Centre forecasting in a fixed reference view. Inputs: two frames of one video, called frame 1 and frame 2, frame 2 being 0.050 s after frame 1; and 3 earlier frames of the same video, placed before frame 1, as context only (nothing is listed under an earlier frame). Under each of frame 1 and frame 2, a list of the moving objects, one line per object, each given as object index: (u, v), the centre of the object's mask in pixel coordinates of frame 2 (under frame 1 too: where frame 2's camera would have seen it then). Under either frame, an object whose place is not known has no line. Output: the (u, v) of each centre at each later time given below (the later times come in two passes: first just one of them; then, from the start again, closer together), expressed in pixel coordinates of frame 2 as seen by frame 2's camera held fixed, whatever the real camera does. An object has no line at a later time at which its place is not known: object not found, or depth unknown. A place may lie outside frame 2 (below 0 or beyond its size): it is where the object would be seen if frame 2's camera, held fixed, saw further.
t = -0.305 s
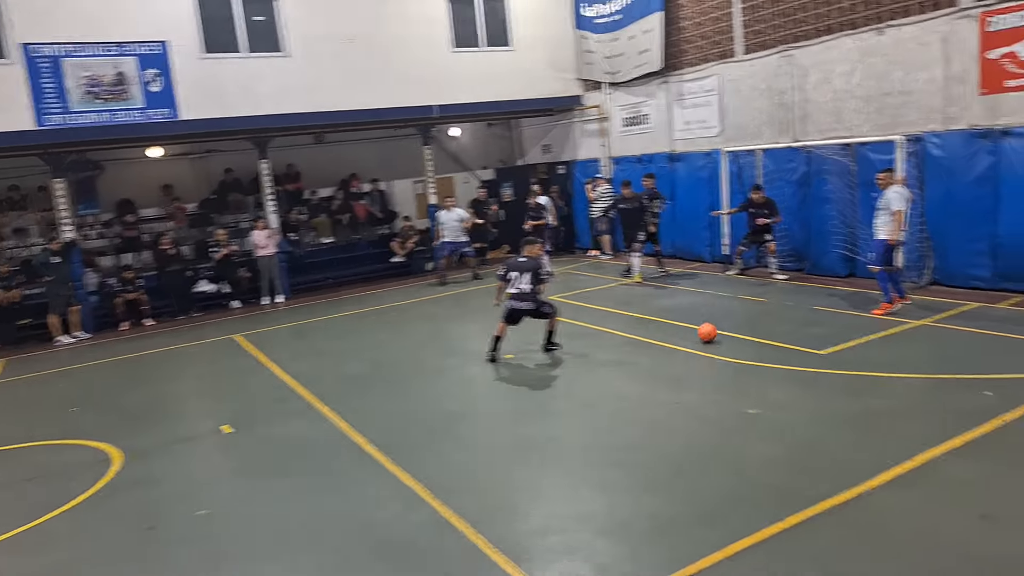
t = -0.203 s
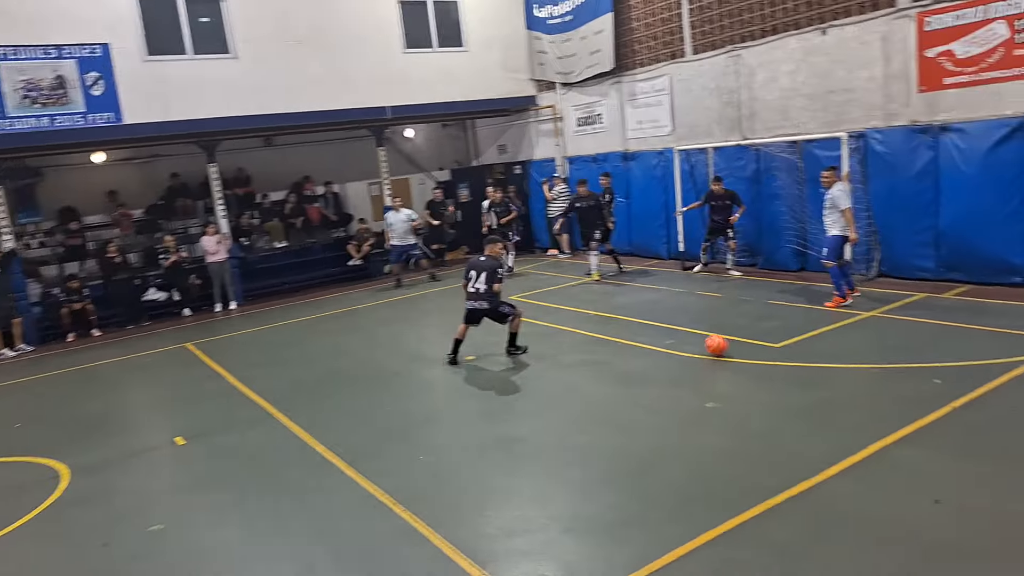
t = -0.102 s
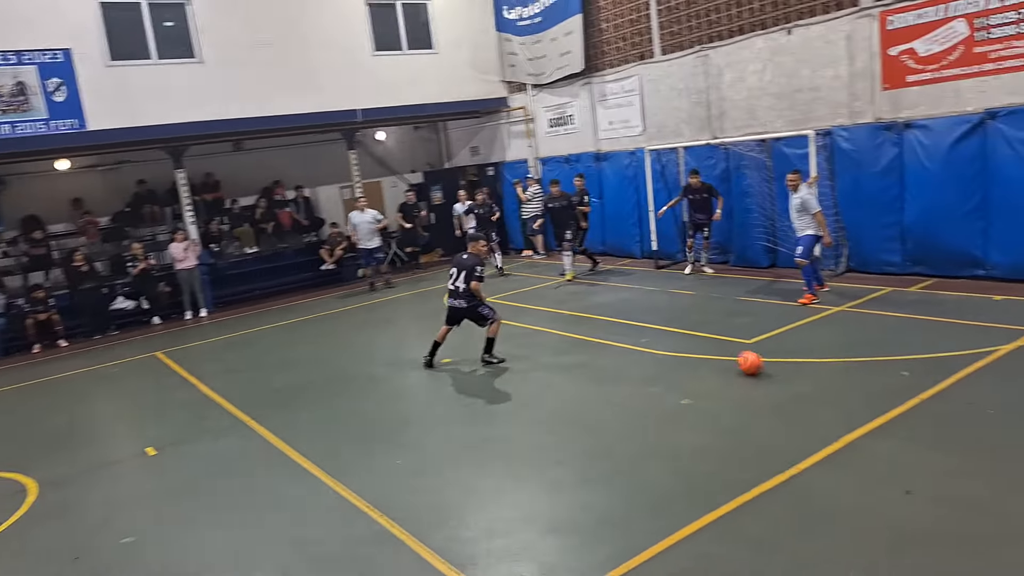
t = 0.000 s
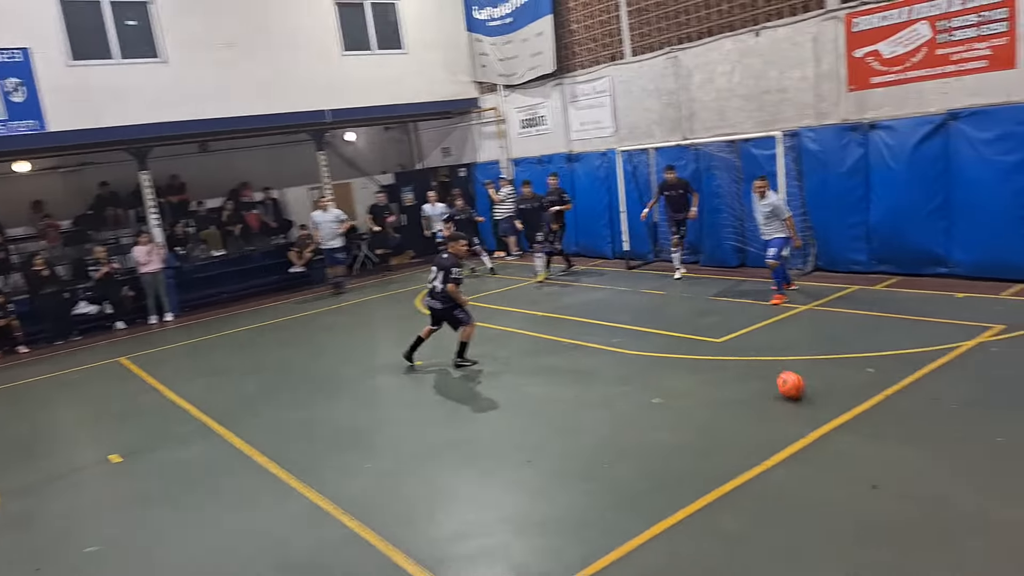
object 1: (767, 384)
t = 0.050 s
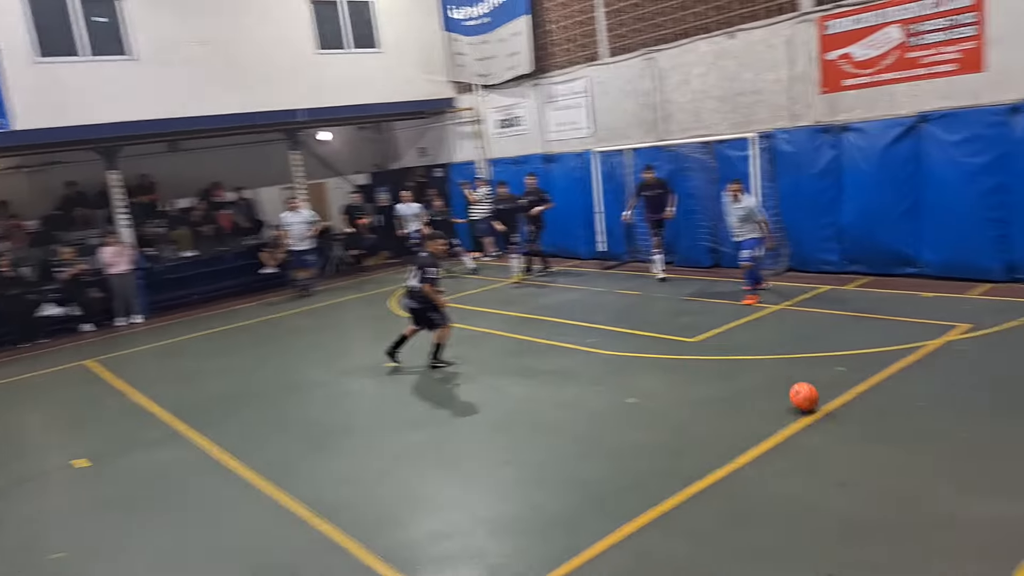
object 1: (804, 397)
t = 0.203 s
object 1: (961, 440)
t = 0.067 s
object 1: (815, 402)
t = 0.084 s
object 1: (829, 408)
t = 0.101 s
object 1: (845, 415)
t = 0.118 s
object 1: (861, 417)
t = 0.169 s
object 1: (918, 430)
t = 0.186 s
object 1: (939, 433)
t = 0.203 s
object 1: (961, 440)
